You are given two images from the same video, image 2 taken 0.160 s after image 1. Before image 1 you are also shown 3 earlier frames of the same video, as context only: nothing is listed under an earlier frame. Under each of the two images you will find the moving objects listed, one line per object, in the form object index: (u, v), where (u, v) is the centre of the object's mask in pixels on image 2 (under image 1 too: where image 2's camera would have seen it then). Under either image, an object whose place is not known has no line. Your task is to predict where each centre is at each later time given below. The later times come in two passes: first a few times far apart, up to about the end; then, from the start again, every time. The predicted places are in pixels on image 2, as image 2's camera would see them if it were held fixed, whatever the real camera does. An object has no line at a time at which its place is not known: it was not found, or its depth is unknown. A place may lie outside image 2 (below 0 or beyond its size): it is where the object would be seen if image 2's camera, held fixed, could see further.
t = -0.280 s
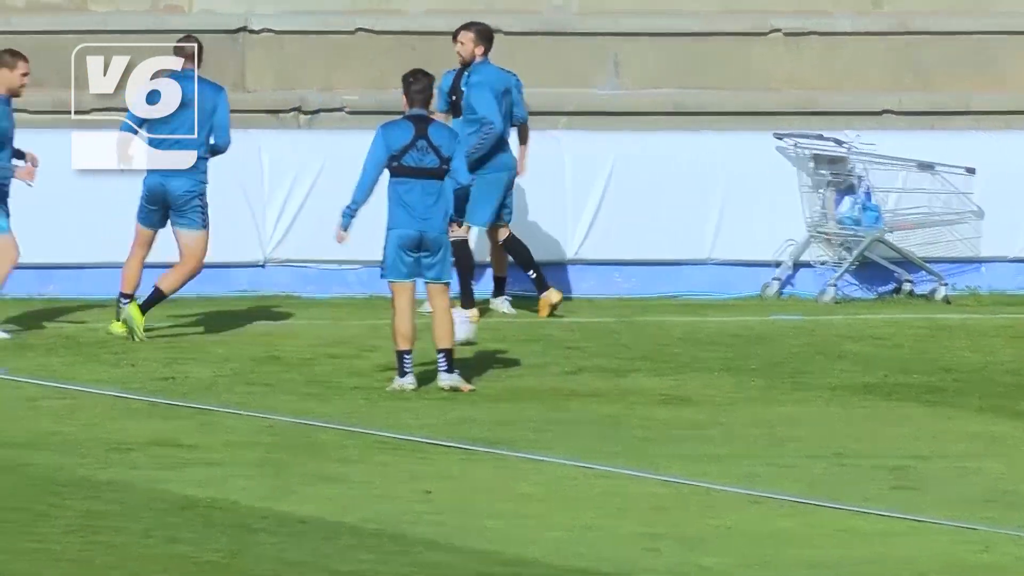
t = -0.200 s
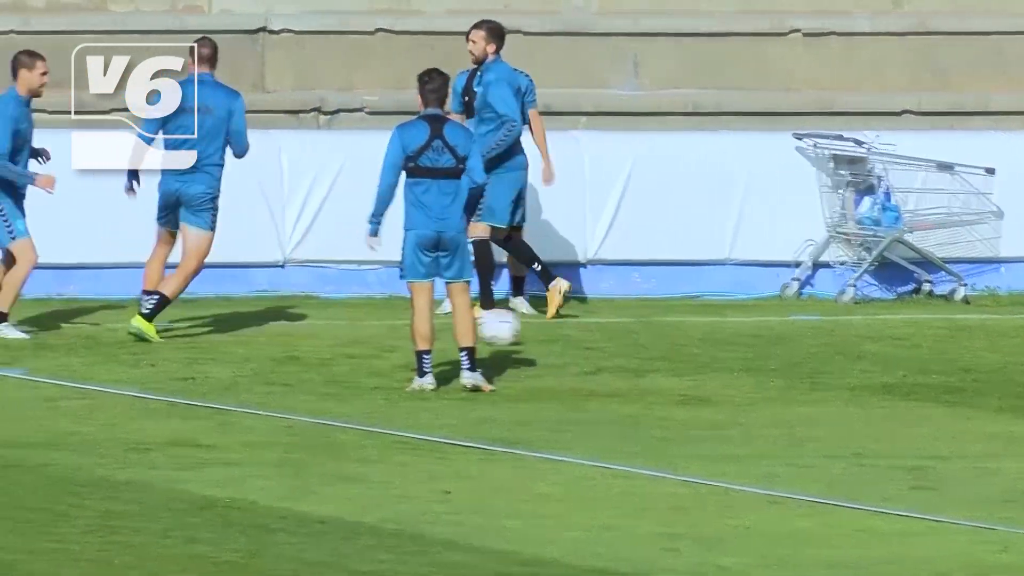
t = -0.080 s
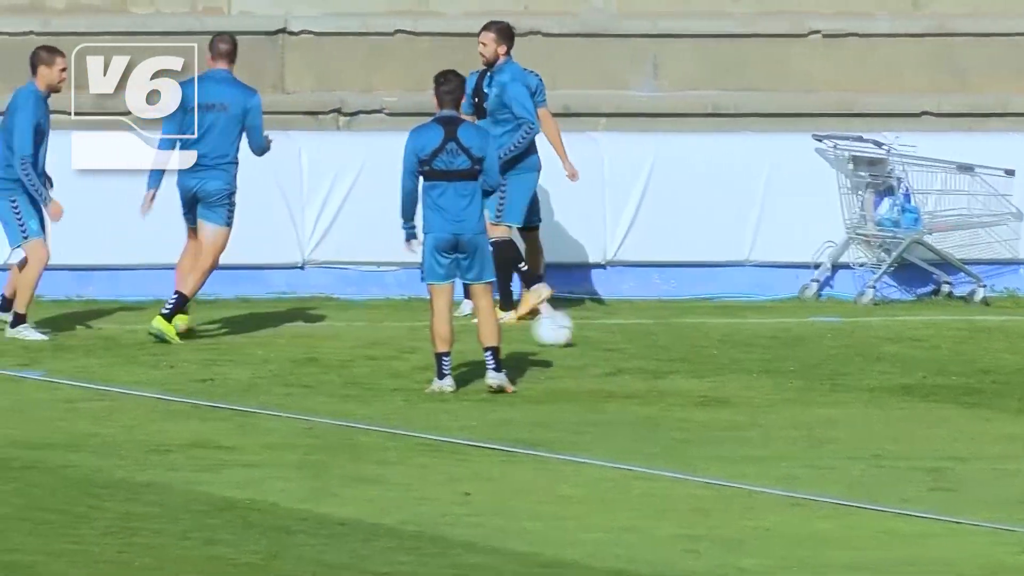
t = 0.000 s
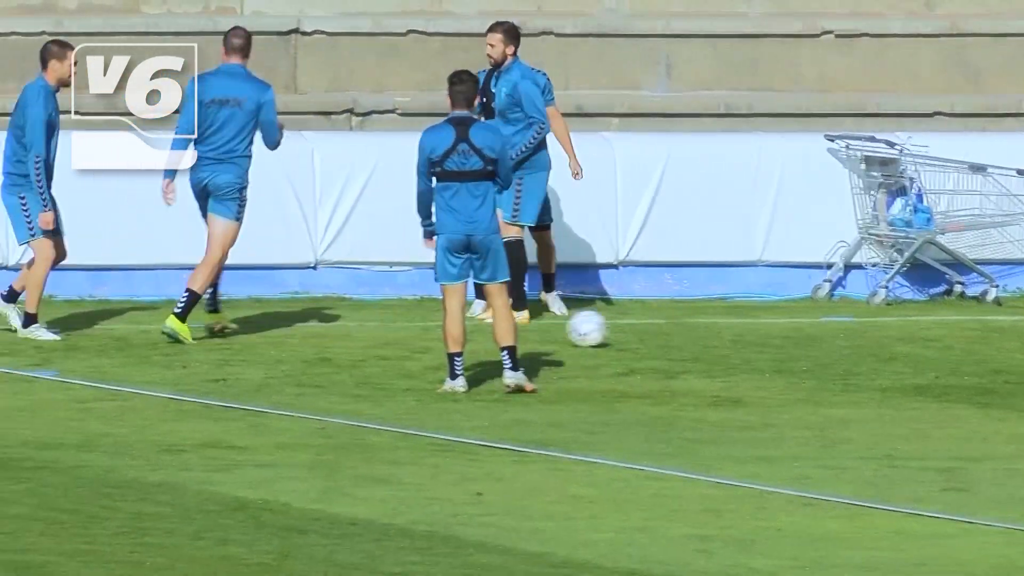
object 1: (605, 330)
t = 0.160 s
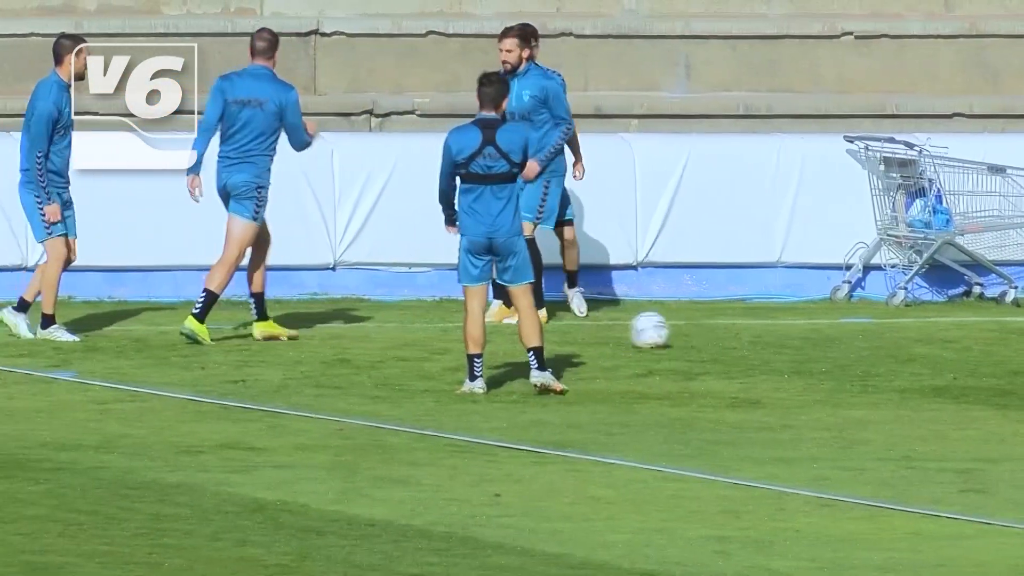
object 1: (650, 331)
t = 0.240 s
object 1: (669, 331)
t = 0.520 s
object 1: (733, 332)
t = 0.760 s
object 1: (777, 331)
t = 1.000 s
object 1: (814, 332)
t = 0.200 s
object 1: (660, 331)
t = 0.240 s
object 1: (669, 331)
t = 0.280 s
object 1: (679, 331)
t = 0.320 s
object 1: (689, 332)
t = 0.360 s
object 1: (698, 331)
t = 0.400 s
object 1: (707, 331)
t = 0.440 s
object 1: (716, 332)
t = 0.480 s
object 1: (724, 332)
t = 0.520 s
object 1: (733, 332)
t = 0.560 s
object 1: (741, 333)
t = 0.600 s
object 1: (749, 332)
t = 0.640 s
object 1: (756, 332)
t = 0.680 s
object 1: (764, 331)
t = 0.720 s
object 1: (771, 331)
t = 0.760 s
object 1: (777, 331)
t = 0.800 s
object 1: (784, 331)
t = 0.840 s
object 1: (790, 331)
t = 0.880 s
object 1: (797, 332)
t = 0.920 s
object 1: (803, 332)
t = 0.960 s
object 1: (809, 332)
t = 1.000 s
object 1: (814, 332)
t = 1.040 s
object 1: (819, 332)
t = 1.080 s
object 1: (824, 332)
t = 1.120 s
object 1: (829, 332)
